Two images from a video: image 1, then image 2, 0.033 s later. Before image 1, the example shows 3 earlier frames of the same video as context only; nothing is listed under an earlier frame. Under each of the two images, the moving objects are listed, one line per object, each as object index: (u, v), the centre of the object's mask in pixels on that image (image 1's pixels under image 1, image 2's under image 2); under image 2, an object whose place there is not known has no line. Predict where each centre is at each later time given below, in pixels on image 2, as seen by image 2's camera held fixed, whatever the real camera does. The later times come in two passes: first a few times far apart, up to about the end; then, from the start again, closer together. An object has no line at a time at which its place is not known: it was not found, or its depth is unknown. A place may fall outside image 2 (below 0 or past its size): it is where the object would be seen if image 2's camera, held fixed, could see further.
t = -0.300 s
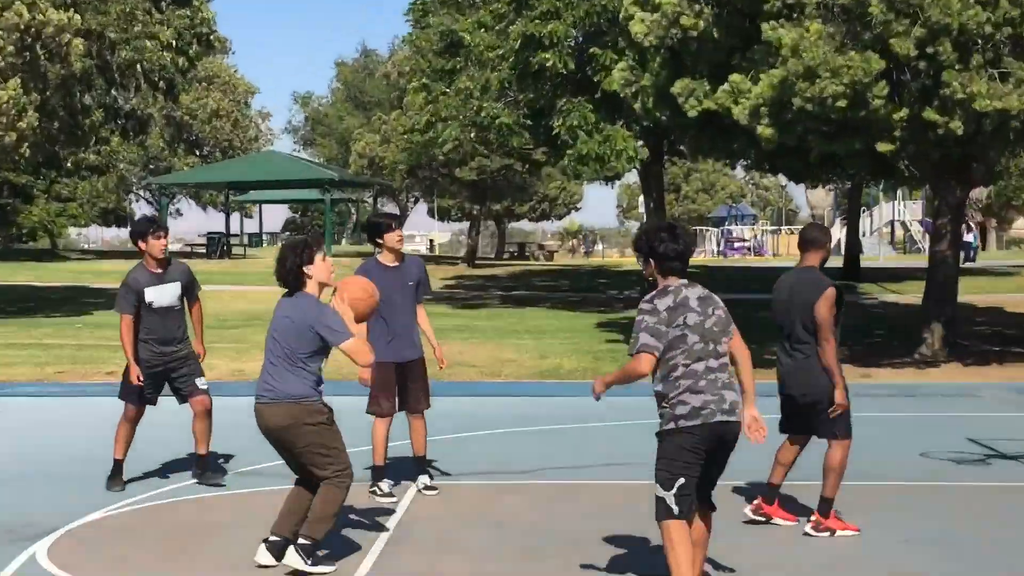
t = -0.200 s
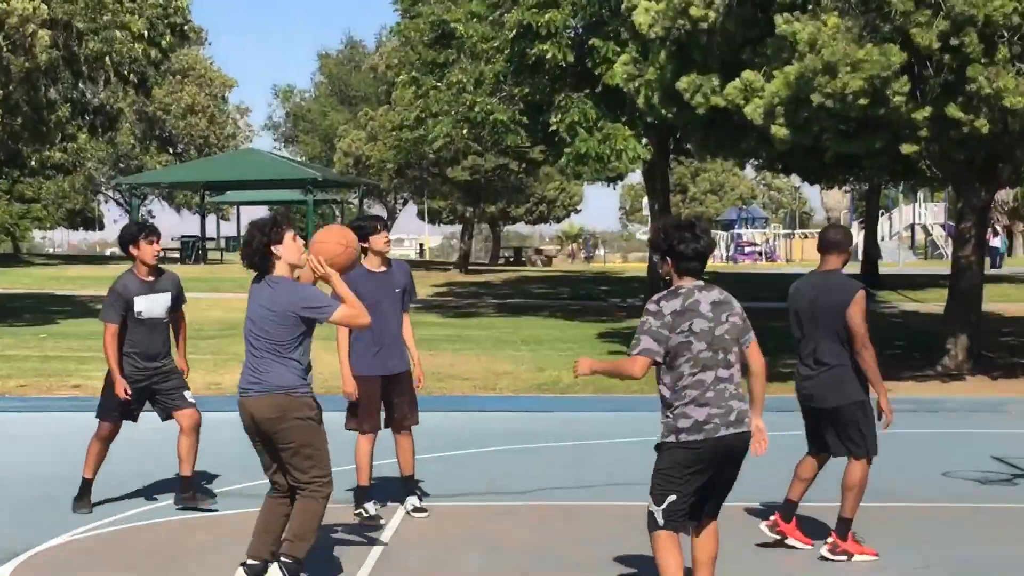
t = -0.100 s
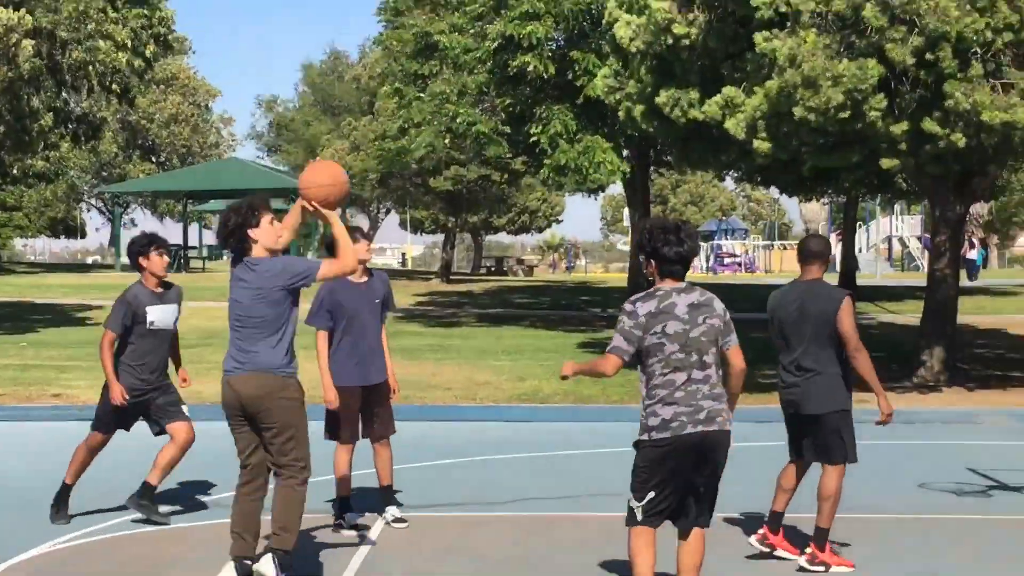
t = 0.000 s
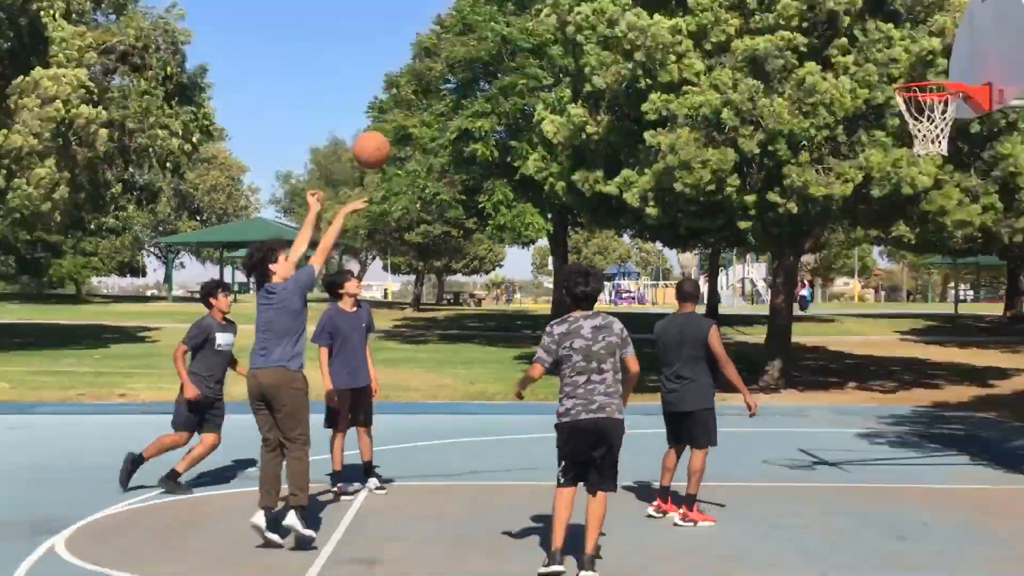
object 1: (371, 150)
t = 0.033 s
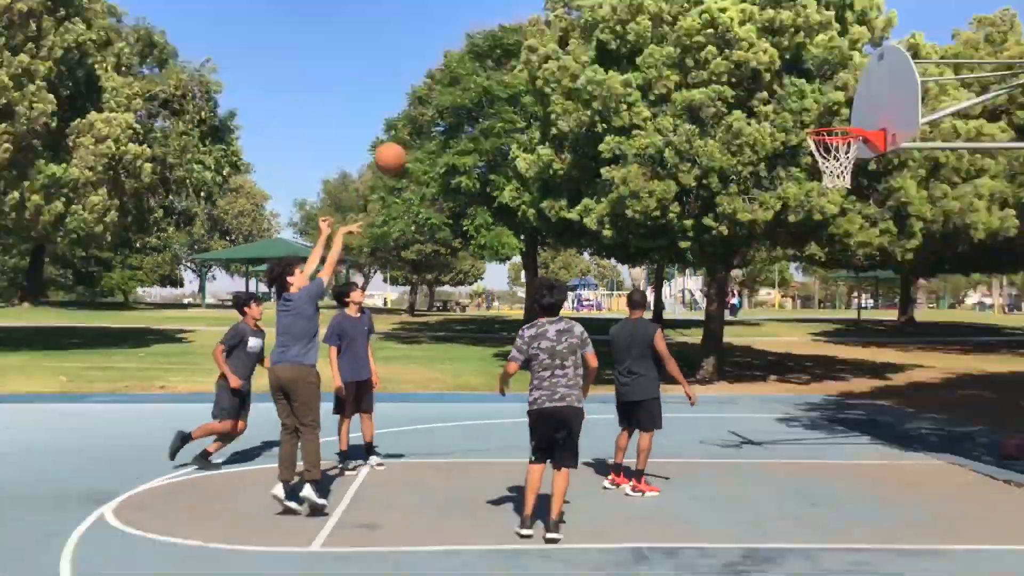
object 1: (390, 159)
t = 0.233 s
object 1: (489, 49)
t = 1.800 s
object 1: (835, 279)
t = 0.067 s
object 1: (407, 137)
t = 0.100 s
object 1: (423, 116)
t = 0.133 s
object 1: (439, 97)
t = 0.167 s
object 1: (456, 80)
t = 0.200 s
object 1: (472, 64)
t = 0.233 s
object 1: (489, 49)
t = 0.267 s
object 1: (505, 38)
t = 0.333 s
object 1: (536, 18)
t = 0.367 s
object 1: (551, 10)
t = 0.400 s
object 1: (565, 3)
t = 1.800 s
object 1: (835, 279)
